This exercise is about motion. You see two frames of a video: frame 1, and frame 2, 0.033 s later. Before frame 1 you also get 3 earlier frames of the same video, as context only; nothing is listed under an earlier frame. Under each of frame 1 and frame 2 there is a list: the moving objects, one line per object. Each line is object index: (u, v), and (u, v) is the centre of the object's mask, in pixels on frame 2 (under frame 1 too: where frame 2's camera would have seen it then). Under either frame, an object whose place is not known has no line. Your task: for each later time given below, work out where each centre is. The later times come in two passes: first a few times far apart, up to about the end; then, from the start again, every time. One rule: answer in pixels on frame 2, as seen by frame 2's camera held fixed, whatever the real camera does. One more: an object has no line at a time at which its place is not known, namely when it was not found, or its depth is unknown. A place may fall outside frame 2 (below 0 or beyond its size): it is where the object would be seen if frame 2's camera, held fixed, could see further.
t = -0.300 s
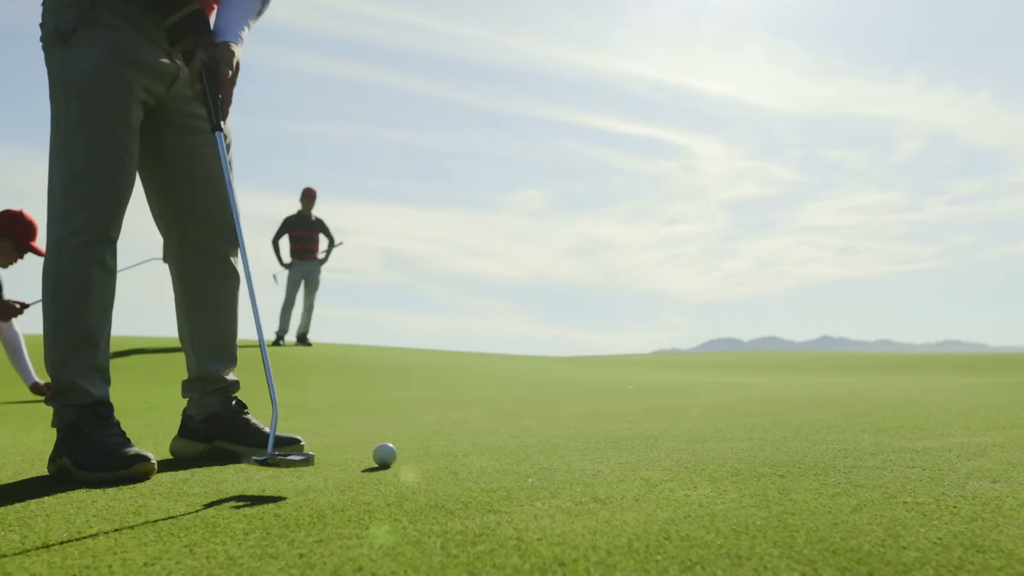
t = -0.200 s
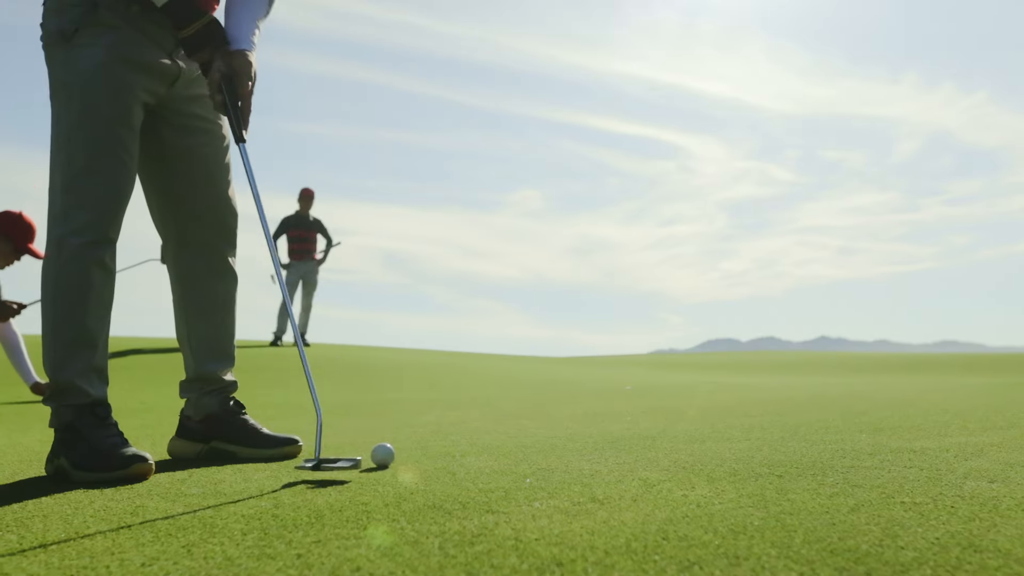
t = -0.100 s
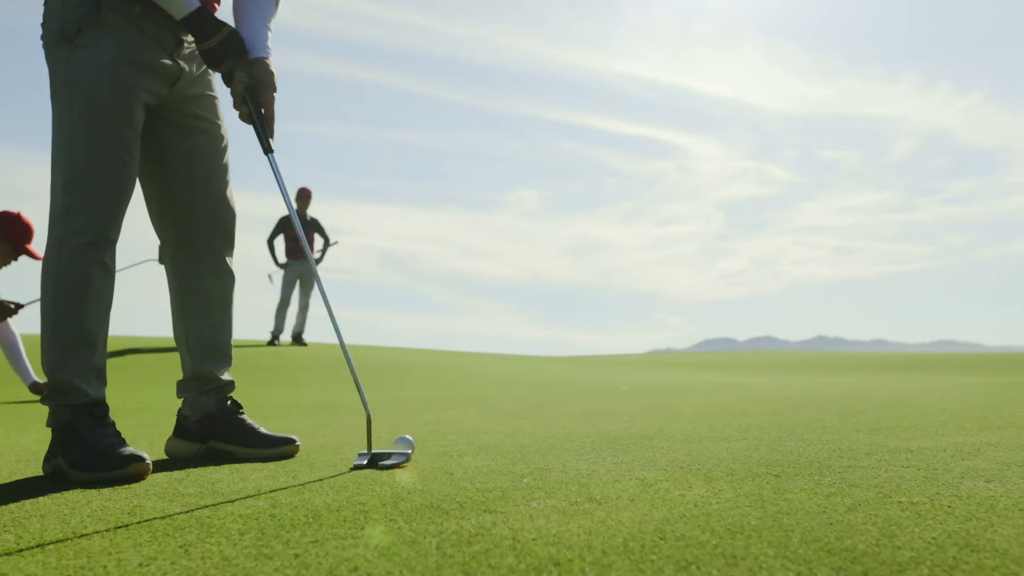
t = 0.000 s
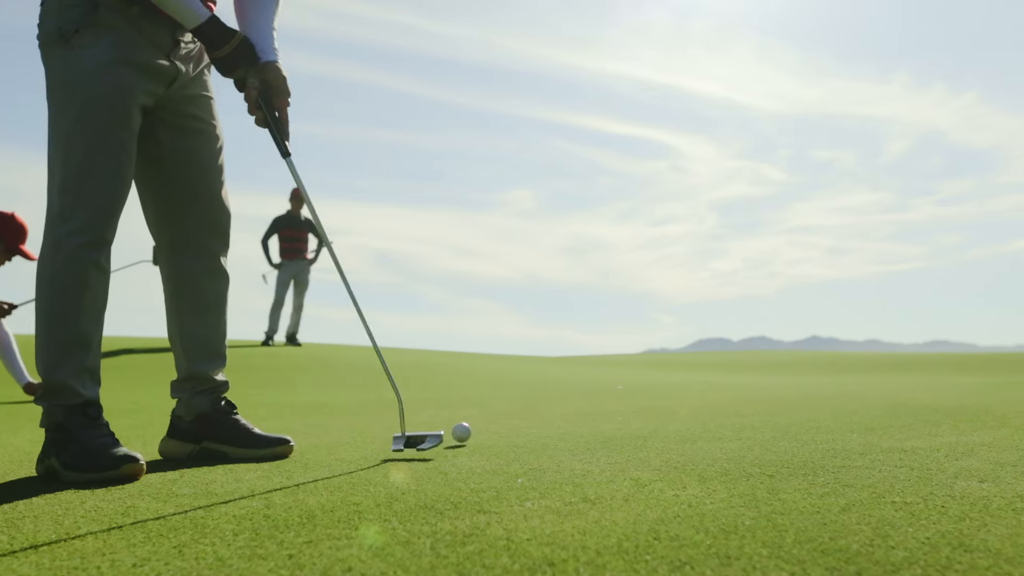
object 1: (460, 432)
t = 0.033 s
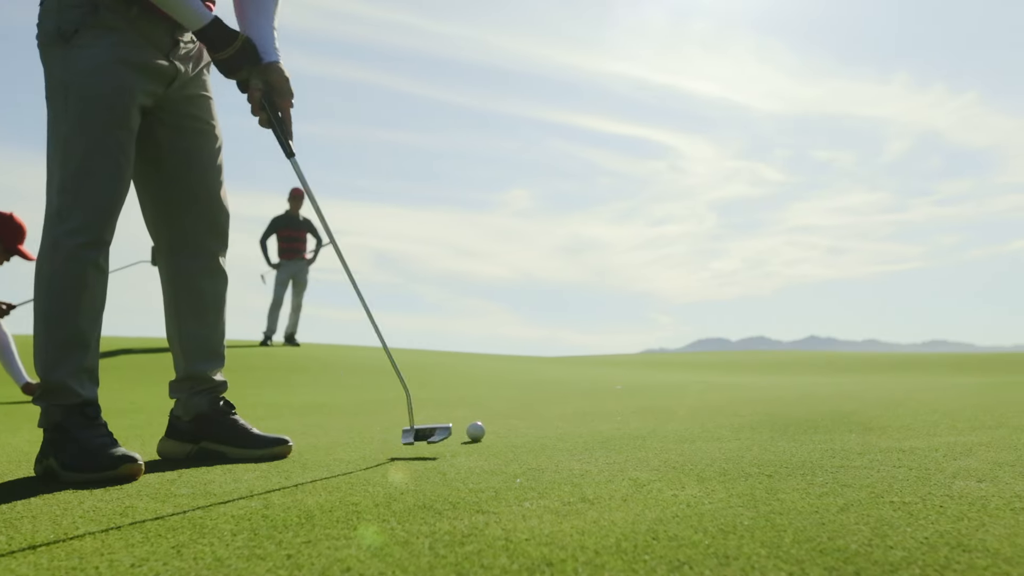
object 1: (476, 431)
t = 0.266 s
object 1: (540, 415)
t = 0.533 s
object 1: (580, 403)
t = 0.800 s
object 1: (604, 395)
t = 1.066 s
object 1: (617, 390)
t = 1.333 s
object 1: (626, 387)
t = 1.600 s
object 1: (633, 384)
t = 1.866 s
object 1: (637, 382)
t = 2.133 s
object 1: (641, 381)
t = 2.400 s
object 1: (644, 380)
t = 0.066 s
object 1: (489, 427)
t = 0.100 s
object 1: (500, 425)
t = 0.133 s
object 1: (510, 423)
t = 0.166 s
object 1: (518, 420)
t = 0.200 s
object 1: (526, 419)
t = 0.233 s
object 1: (533, 417)
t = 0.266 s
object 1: (540, 415)
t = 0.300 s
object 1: (546, 413)
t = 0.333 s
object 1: (552, 411)
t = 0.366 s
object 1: (557, 410)
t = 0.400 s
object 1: (562, 409)
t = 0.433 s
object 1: (567, 407)
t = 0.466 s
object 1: (572, 406)
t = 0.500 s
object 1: (576, 404)
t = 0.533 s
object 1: (580, 403)
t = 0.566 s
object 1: (584, 402)
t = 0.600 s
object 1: (587, 401)
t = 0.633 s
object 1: (590, 400)
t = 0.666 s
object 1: (593, 399)
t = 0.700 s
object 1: (596, 398)
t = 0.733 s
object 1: (599, 397)
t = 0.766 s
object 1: (601, 396)
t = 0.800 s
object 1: (604, 395)
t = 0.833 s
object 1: (606, 395)
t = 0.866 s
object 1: (608, 394)
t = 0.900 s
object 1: (610, 394)
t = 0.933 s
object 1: (611, 393)
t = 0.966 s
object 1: (613, 392)
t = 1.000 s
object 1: (615, 392)
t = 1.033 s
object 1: (616, 391)
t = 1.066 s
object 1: (617, 390)
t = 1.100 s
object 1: (619, 390)
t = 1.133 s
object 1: (620, 389)
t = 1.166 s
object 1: (621, 389)
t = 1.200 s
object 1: (623, 388)
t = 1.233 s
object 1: (624, 388)
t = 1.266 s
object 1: (625, 387)
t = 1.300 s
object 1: (626, 387)
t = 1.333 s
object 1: (626, 387)
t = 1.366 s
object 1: (627, 386)
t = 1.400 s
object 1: (628, 386)
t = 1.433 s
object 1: (629, 385)
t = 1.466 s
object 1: (630, 385)
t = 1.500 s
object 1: (630, 385)
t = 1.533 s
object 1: (631, 384)
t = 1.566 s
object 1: (632, 384)
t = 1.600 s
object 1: (633, 384)
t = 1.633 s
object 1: (633, 384)
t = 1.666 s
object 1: (634, 383)
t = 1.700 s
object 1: (635, 383)
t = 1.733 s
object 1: (635, 383)
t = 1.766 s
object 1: (636, 383)
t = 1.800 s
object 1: (636, 383)
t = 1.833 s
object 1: (637, 383)
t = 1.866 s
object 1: (637, 382)
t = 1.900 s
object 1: (637, 382)
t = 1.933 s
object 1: (638, 382)
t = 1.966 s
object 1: (638, 382)
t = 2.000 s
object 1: (639, 382)
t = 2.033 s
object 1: (640, 381)
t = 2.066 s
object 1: (640, 381)
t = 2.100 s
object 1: (641, 381)
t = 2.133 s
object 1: (641, 381)
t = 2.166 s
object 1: (642, 381)
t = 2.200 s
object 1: (642, 381)
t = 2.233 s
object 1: (642, 381)
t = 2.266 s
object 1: (642, 381)
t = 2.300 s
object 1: (643, 381)
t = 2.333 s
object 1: (643, 380)
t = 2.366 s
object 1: (644, 380)
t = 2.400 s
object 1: (644, 380)
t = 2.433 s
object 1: (645, 380)
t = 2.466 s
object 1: (645, 380)
